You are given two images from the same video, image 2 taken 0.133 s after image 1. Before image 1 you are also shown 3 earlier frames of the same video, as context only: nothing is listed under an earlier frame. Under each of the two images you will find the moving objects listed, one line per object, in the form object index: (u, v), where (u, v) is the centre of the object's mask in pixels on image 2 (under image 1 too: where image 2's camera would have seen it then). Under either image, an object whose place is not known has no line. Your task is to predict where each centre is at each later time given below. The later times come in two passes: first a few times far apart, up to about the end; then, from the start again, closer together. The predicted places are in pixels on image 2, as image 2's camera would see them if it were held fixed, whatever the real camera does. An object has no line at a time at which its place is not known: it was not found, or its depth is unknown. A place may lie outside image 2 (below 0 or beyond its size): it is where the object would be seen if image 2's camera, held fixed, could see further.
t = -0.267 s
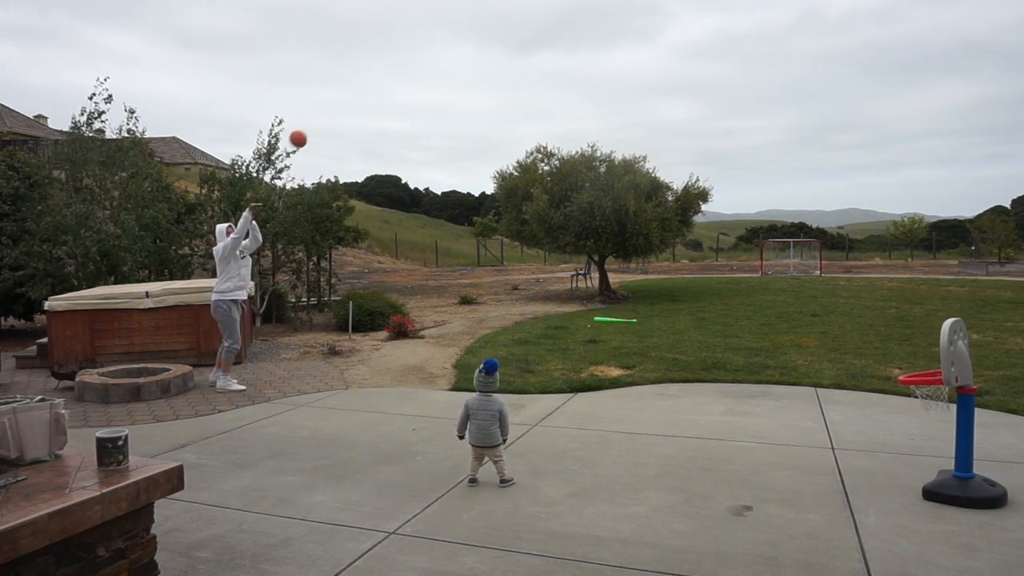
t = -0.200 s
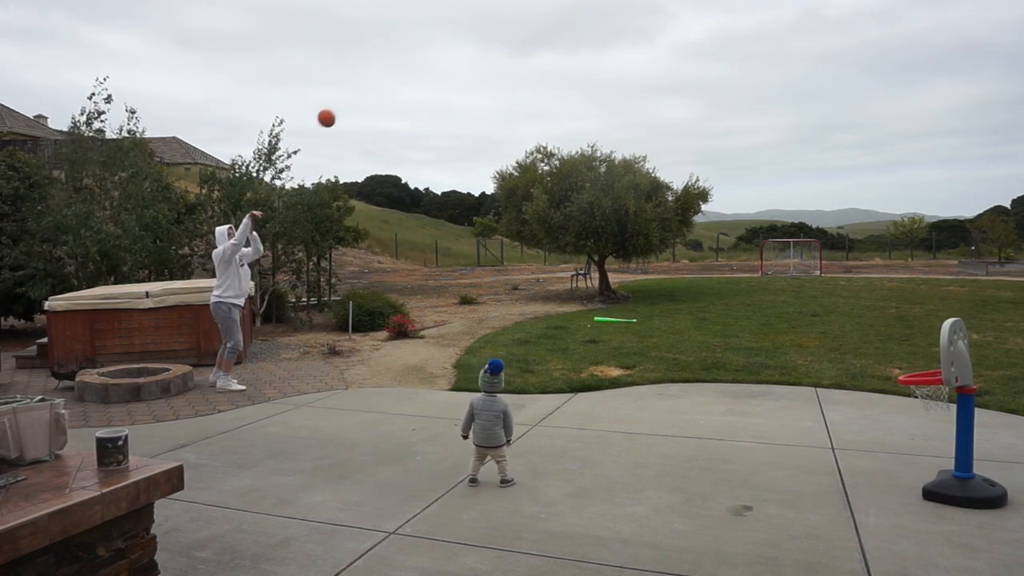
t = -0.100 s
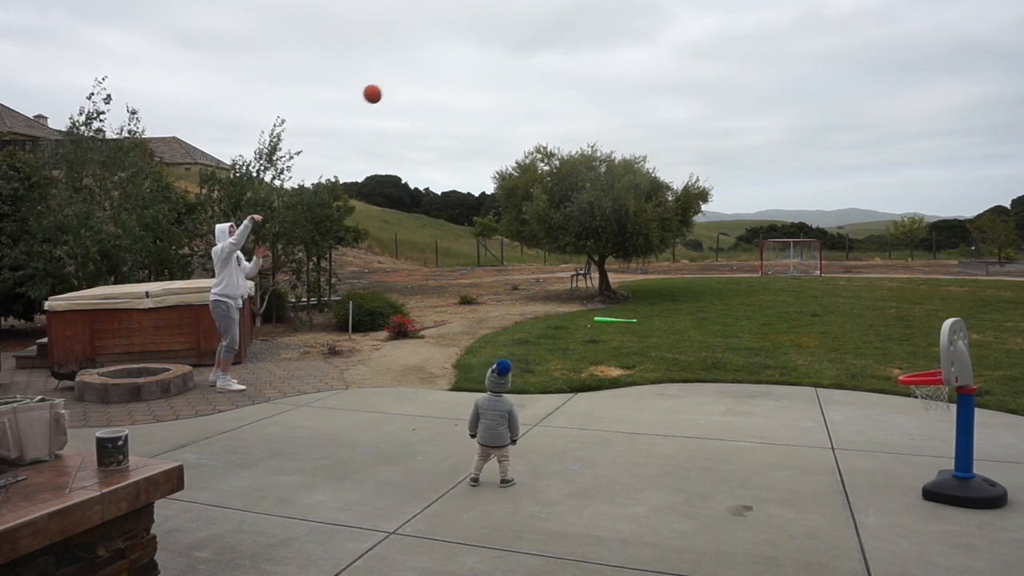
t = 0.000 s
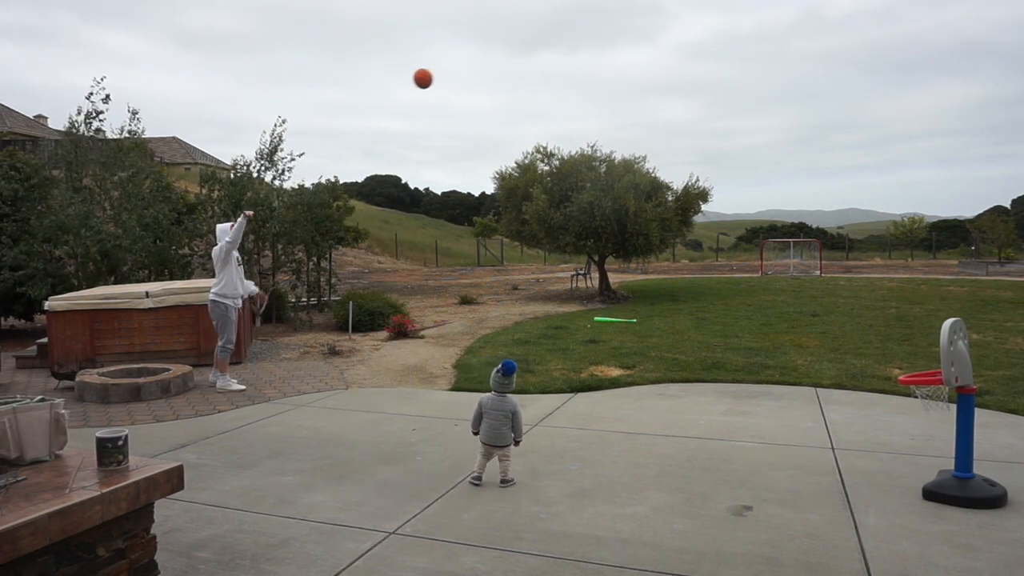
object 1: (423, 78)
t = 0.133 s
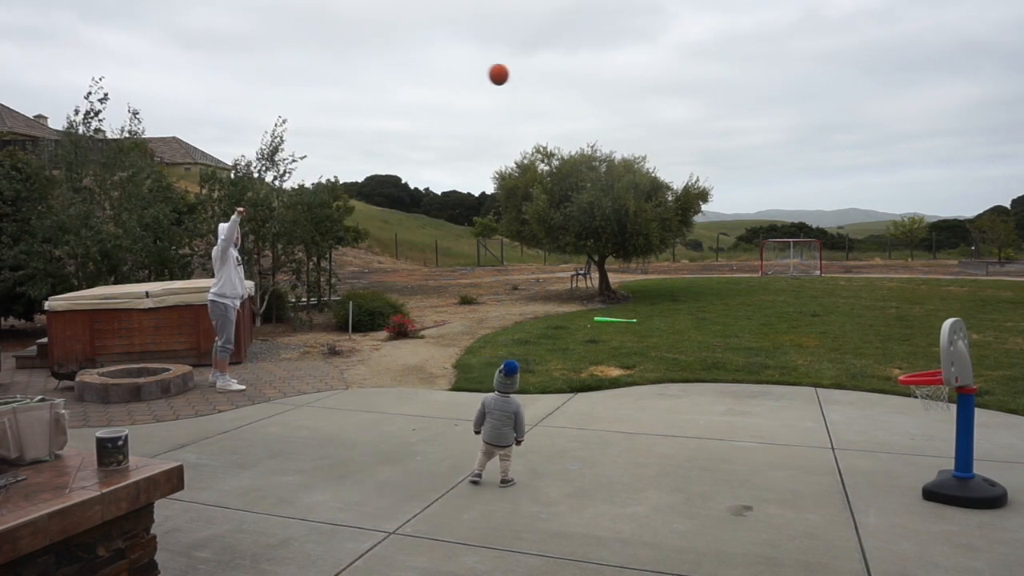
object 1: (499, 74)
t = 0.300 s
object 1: (607, 101)
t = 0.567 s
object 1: (820, 243)
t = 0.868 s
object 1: (922, 365)
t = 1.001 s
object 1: (920, 373)
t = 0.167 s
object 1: (519, 76)
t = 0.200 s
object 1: (540, 80)
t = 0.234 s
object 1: (562, 85)
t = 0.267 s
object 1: (584, 92)
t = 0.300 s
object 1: (607, 101)
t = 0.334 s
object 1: (631, 111)
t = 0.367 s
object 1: (656, 124)
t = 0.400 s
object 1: (681, 138)
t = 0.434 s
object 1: (707, 155)
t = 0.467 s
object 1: (734, 173)
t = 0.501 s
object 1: (762, 194)
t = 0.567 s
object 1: (820, 243)
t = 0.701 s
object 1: (932, 365)
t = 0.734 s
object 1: (931, 365)
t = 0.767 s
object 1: (930, 361)
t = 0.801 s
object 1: (923, 365)
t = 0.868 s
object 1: (922, 365)
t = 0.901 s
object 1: (921, 367)
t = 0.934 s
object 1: (920, 370)
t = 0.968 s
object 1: (919, 371)
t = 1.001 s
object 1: (920, 373)
